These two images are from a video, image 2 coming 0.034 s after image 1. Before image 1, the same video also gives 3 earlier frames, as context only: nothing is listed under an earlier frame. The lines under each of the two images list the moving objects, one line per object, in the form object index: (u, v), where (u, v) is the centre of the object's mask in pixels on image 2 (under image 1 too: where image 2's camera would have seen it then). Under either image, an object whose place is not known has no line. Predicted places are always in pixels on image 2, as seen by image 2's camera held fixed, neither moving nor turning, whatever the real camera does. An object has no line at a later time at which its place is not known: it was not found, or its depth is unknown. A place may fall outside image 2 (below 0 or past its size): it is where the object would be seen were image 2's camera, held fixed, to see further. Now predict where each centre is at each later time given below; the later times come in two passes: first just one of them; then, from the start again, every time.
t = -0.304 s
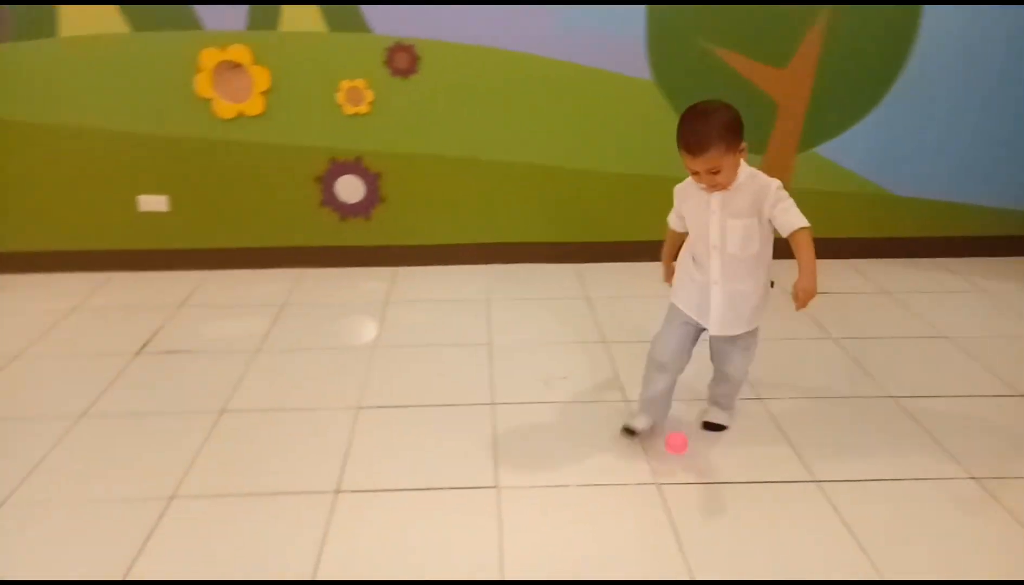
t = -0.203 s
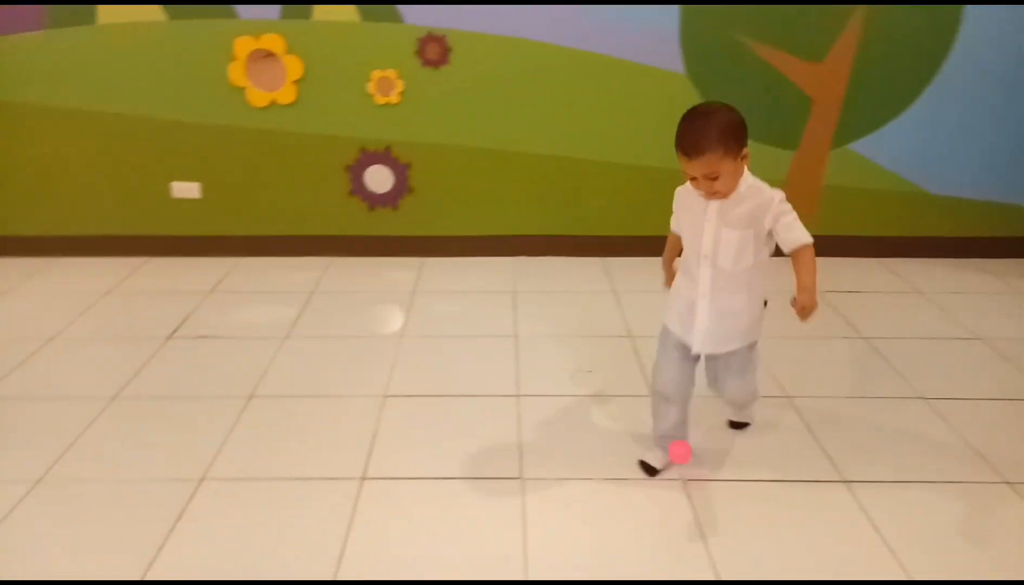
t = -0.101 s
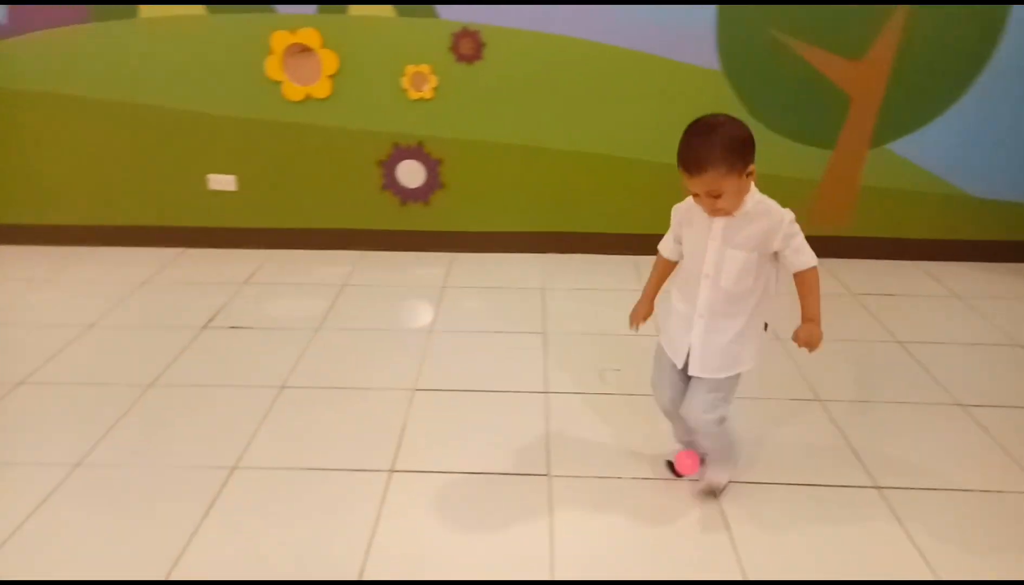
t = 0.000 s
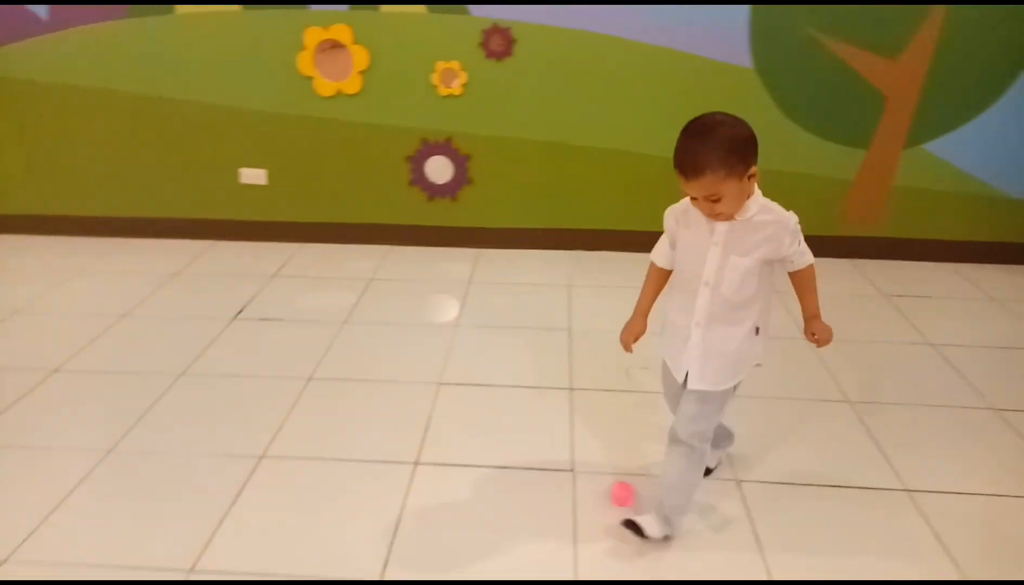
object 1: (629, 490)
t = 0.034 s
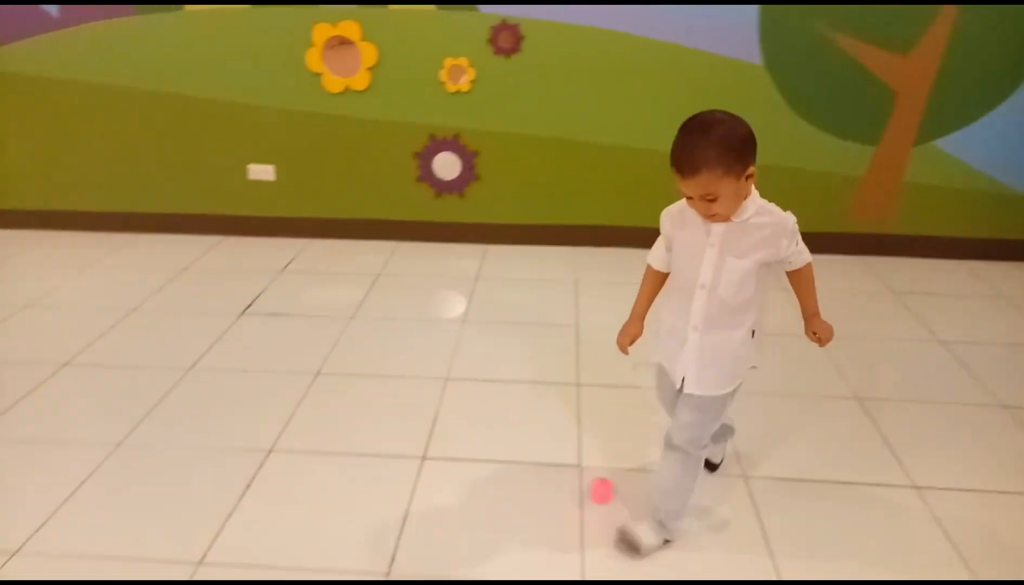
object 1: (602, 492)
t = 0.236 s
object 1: (422, 536)
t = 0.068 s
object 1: (574, 496)
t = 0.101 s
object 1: (543, 506)
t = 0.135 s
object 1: (514, 520)
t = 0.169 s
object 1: (483, 536)
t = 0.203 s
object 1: (453, 534)
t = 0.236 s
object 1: (422, 536)
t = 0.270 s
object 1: (390, 543)
